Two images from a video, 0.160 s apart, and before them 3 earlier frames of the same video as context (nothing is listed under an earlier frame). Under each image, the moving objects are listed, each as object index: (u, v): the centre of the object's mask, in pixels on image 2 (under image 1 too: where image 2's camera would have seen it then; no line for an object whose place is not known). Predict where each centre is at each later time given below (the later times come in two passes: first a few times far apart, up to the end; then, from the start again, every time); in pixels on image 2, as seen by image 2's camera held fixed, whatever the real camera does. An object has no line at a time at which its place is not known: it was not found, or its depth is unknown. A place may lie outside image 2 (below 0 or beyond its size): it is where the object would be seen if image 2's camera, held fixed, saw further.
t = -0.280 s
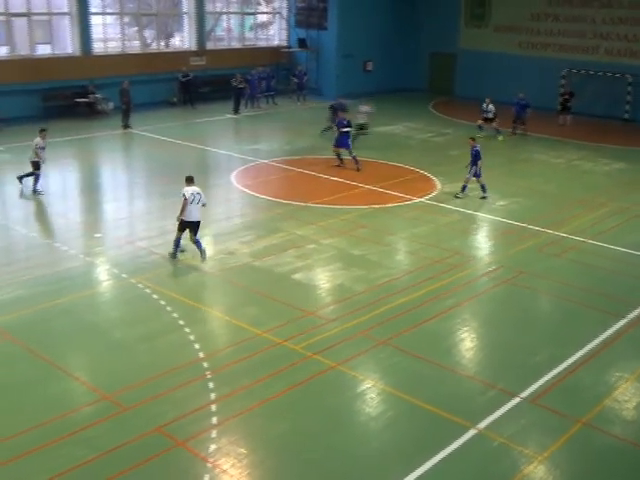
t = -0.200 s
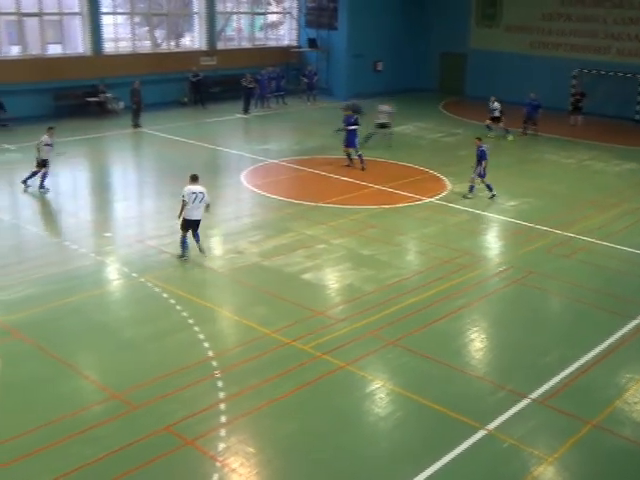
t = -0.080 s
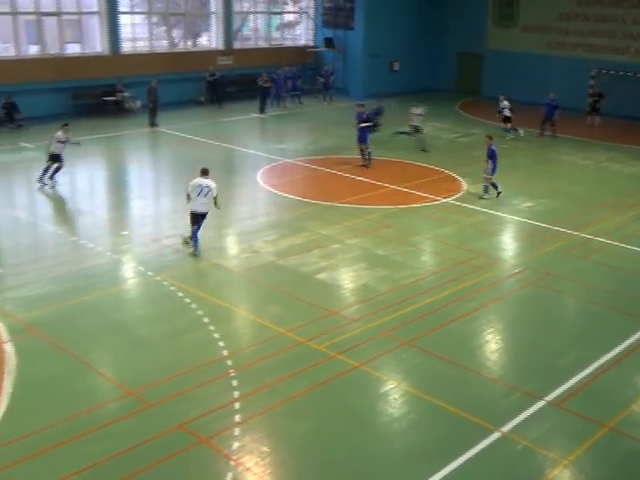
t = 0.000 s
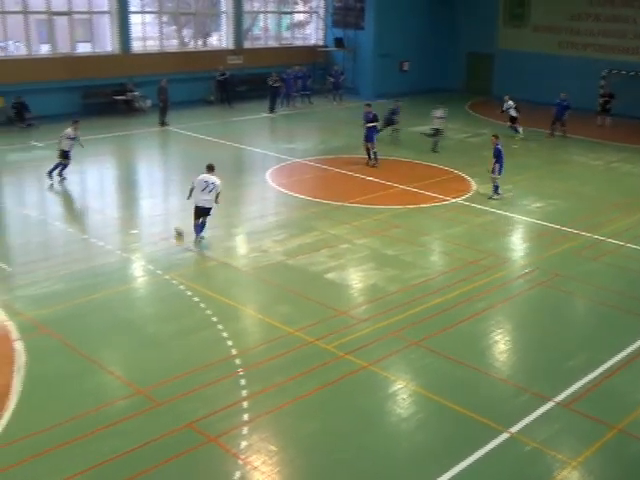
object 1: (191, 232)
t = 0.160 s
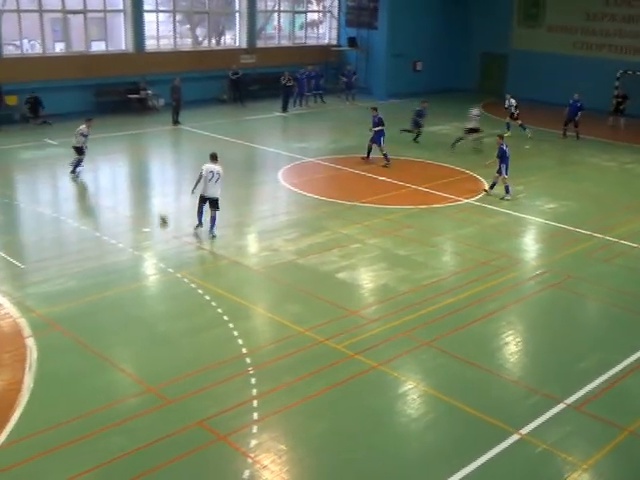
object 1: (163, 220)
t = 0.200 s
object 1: (157, 217)
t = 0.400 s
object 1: (131, 206)
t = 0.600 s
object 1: (110, 198)
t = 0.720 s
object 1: (99, 194)
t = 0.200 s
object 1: (157, 217)
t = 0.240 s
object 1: (152, 216)
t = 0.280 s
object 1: (146, 214)
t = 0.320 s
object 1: (141, 209)
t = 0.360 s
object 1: (135, 207)
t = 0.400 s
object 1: (131, 206)
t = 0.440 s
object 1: (126, 205)
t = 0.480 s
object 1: (122, 202)
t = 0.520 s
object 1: (118, 200)
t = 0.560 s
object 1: (114, 200)
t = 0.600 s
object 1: (110, 198)
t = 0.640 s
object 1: (107, 196)
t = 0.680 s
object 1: (102, 196)
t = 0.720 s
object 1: (99, 194)
